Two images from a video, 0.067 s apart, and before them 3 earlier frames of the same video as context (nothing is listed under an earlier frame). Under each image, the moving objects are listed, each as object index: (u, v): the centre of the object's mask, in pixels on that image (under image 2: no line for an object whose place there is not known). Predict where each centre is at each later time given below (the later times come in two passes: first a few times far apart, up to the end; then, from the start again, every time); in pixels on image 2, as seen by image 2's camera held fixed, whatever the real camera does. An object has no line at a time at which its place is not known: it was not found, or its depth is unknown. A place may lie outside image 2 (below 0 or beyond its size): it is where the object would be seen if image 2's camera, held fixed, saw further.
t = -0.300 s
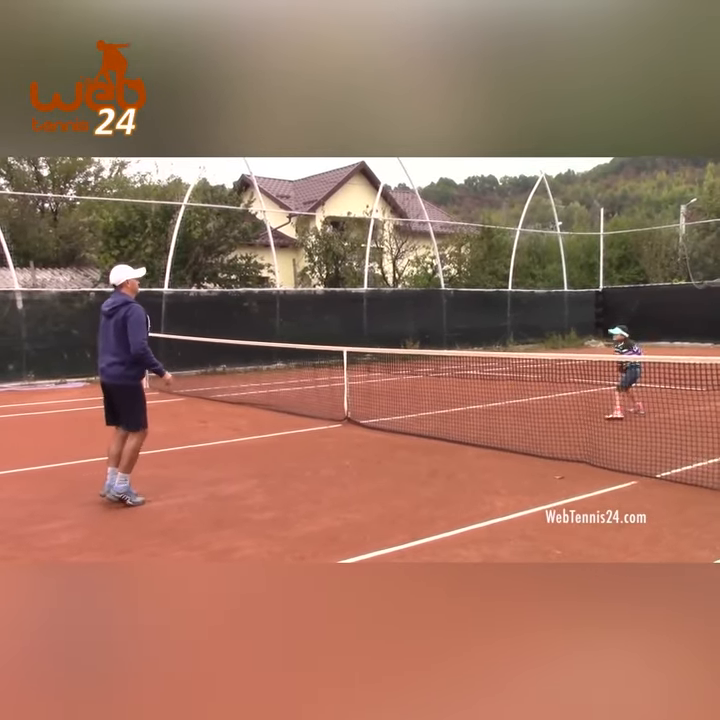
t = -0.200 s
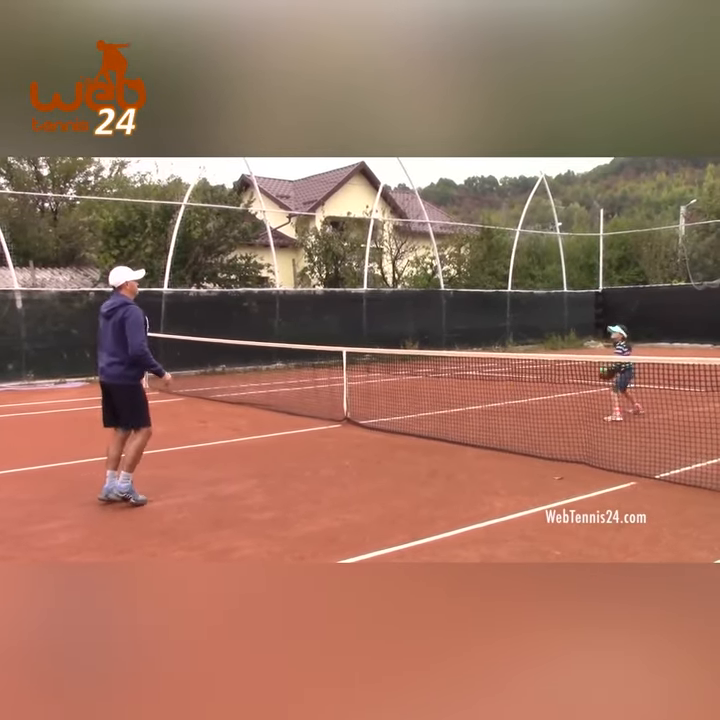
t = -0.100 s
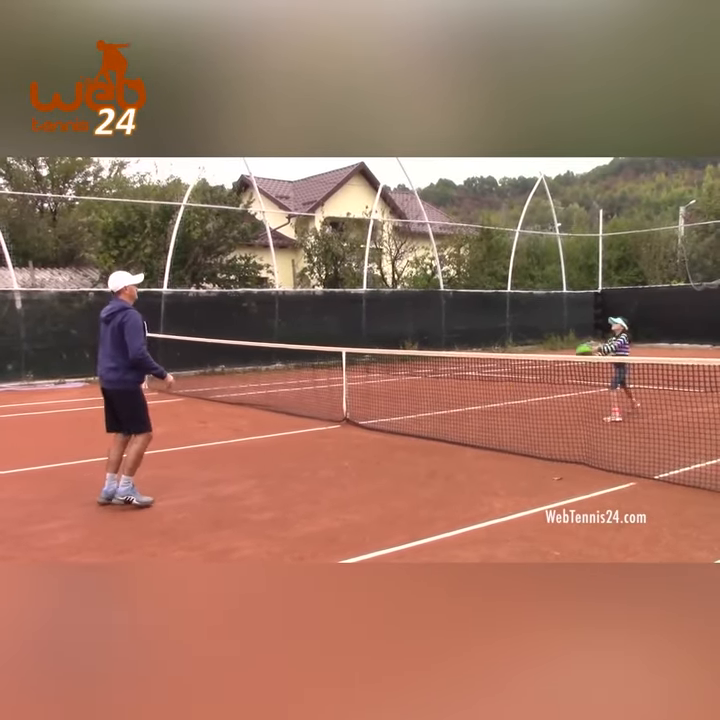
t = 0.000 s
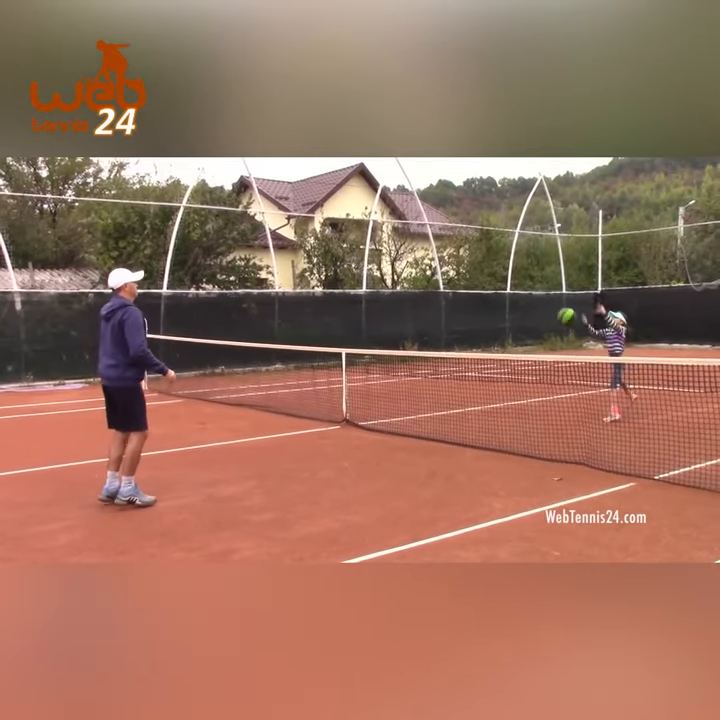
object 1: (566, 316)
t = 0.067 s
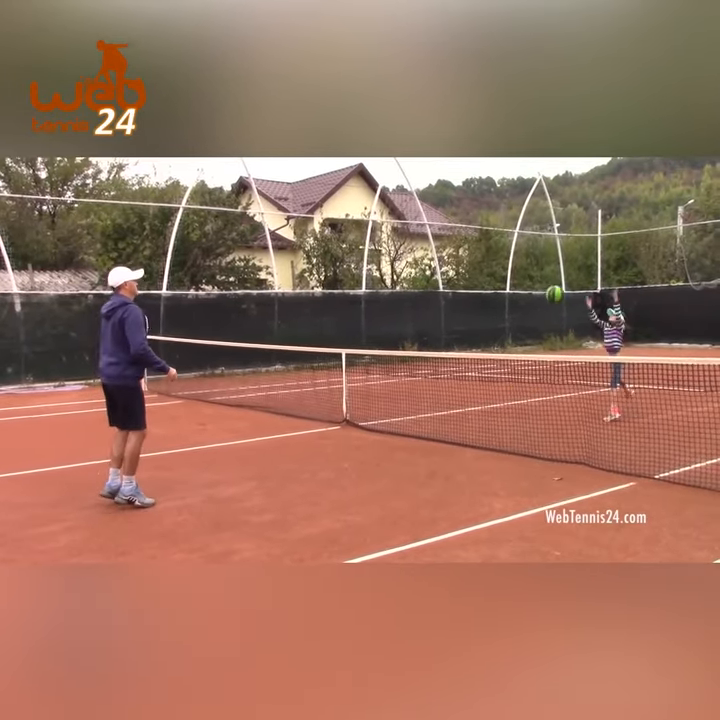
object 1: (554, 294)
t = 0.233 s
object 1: (526, 252)
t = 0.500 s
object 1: (473, 229)
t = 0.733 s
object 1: (423, 268)
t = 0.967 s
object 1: (365, 368)
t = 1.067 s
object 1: (337, 436)
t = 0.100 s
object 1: (548, 284)
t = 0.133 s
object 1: (543, 275)
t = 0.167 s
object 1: (537, 266)
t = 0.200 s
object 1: (532, 258)
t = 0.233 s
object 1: (526, 252)
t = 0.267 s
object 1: (519, 246)
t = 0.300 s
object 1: (513, 240)
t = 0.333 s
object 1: (507, 236)
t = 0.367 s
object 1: (500, 232)
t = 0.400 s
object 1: (493, 230)
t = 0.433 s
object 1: (487, 229)
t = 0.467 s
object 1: (480, 228)
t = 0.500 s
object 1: (473, 229)
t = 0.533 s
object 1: (466, 229)
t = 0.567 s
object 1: (459, 233)
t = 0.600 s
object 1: (453, 238)
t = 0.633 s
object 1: (445, 243)
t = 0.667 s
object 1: (438, 250)
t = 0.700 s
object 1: (431, 259)
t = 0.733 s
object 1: (423, 268)
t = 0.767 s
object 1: (416, 277)
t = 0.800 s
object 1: (407, 290)
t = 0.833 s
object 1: (399, 301)
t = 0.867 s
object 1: (391, 316)
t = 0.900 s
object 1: (383, 332)
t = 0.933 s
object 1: (374, 349)
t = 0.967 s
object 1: (365, 368)
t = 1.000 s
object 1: (356, 390)
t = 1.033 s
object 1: (347, 412)
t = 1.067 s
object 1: (337, 436)
